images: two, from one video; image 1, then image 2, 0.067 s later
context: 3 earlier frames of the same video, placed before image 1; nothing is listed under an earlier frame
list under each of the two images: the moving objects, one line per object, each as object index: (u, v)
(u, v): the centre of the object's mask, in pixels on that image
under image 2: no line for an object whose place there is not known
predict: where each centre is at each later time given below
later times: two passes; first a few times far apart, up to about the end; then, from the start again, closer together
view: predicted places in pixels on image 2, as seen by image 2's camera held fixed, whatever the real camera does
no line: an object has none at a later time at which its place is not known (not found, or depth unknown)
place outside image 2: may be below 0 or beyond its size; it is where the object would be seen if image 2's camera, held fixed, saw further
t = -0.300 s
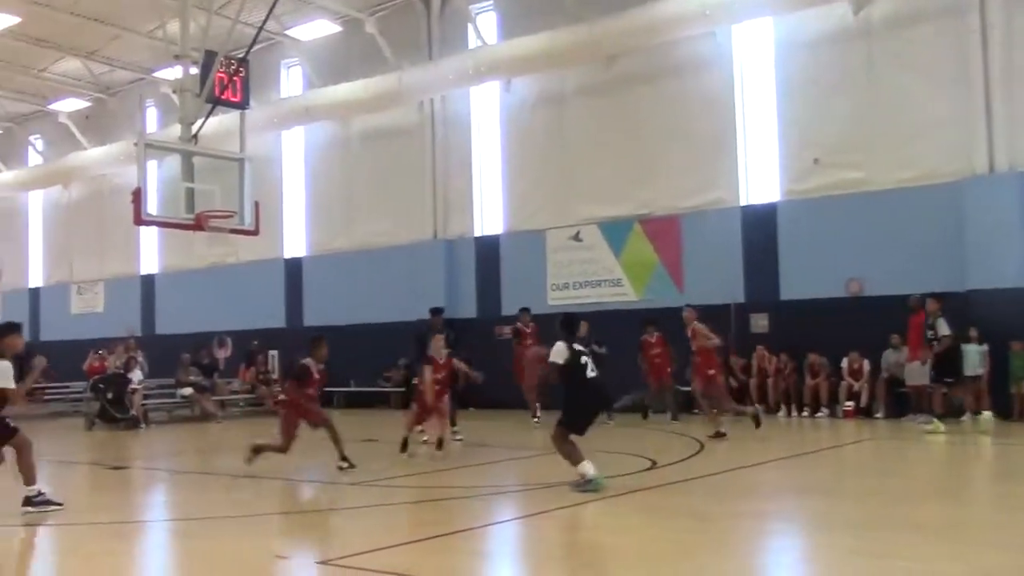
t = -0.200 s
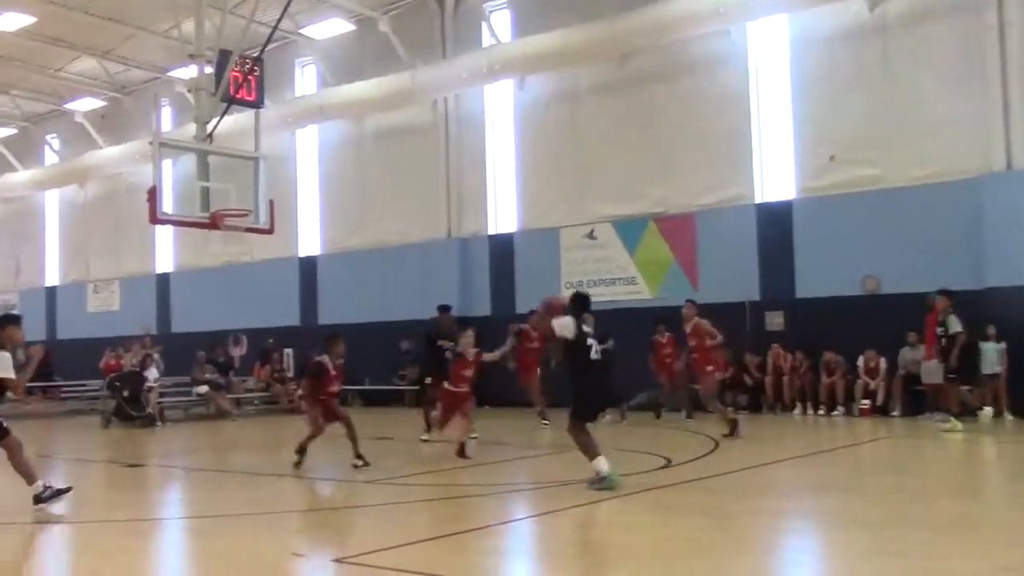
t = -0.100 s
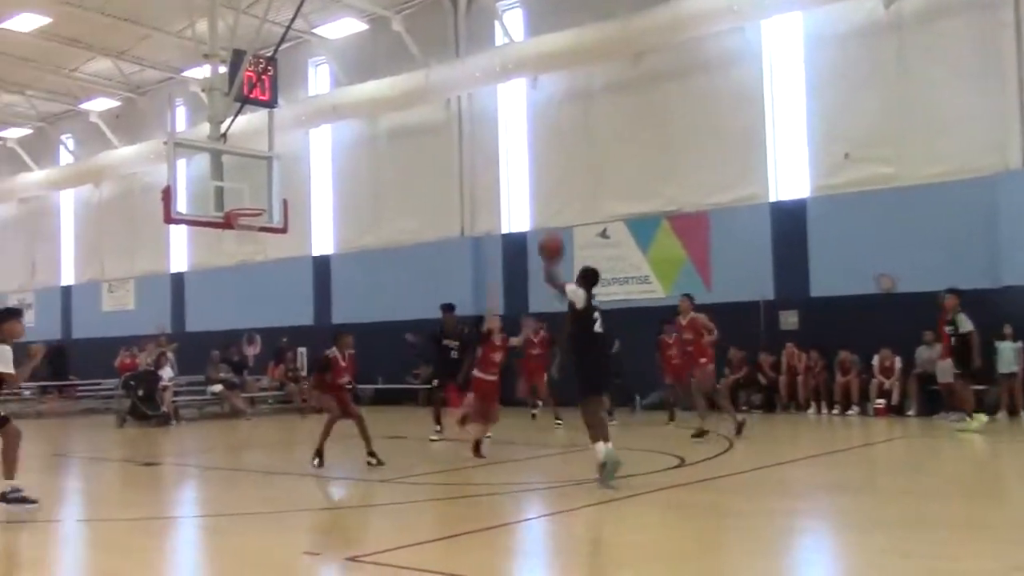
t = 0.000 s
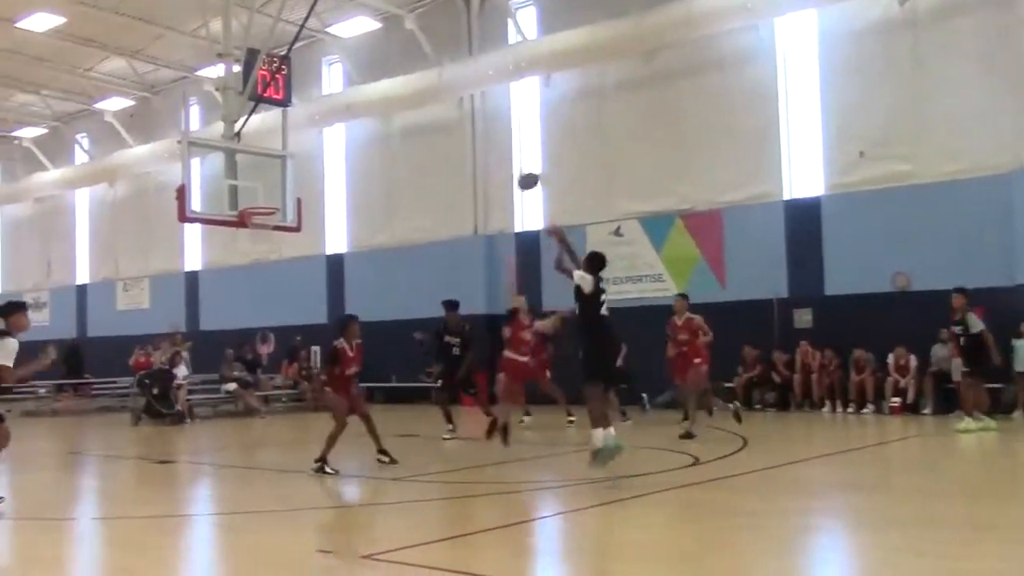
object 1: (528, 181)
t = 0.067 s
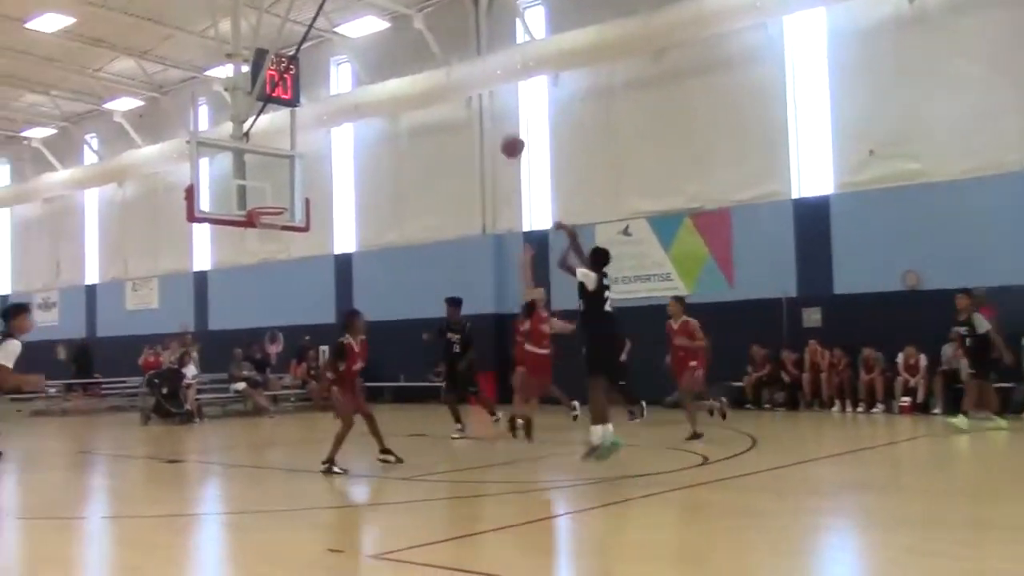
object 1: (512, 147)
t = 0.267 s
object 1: (449, 79)
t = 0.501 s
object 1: (387, 56)
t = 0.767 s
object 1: (328, 85)
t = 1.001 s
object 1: (285, 151)
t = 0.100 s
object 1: (501, 132)
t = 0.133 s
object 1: (490, 118)
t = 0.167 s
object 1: (480, 107)
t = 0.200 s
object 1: (470, 96)
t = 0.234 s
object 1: (459, 87)
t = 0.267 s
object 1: (449, 79)
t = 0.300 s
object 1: (439, 73)
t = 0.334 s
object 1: (430, 67)
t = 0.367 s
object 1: (421, 63)
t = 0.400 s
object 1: (412, 59)
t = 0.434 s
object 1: (404, 57)
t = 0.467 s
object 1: (395, 56)
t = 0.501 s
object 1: (387, 56)
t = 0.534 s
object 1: (379, 56)
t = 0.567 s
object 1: (372, 58)
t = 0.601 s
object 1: (364, 60)
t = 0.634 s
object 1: (357, 63)
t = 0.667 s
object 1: (349, 67)
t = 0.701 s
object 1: (343, 71)
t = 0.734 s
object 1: (334, 78)
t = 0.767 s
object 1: (328, 85)
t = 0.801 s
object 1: (322, 92)
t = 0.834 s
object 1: (316, 100)
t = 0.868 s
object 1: (310, 109)
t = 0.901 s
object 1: (303, 119)
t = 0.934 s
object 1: (297, 129)
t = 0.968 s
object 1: (291, 140)
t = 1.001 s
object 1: (285, 151)
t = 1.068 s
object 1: (275, 177)
